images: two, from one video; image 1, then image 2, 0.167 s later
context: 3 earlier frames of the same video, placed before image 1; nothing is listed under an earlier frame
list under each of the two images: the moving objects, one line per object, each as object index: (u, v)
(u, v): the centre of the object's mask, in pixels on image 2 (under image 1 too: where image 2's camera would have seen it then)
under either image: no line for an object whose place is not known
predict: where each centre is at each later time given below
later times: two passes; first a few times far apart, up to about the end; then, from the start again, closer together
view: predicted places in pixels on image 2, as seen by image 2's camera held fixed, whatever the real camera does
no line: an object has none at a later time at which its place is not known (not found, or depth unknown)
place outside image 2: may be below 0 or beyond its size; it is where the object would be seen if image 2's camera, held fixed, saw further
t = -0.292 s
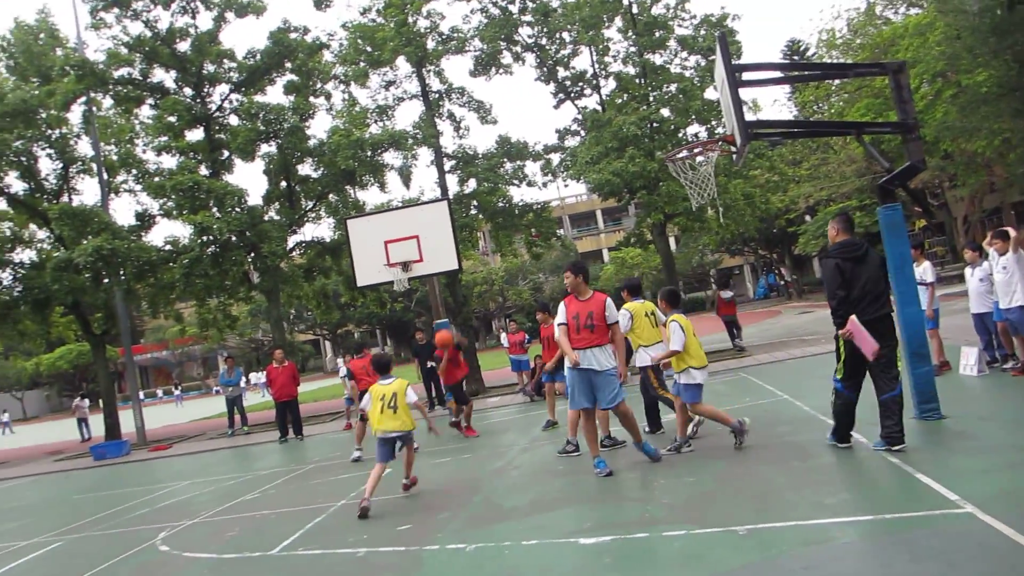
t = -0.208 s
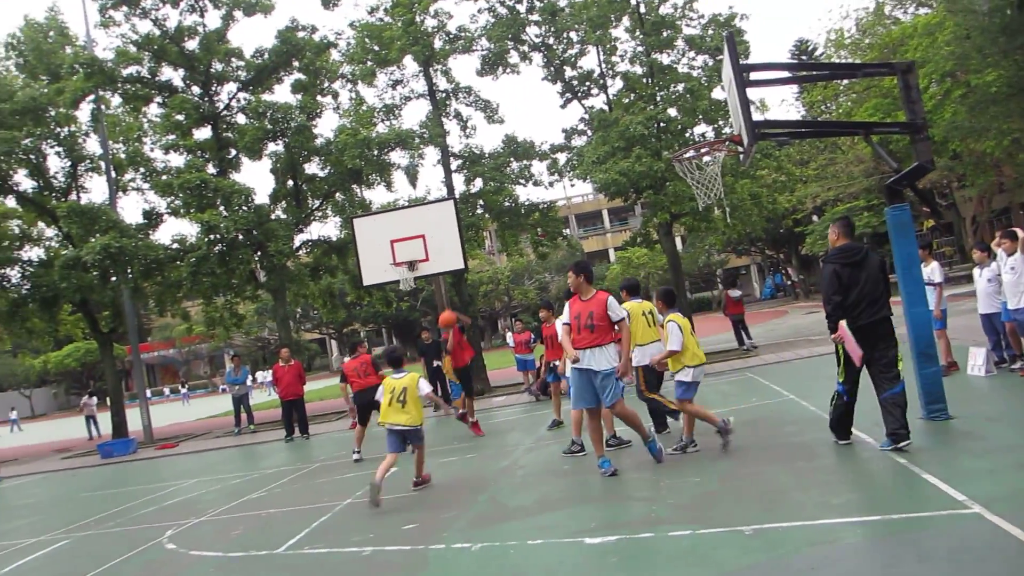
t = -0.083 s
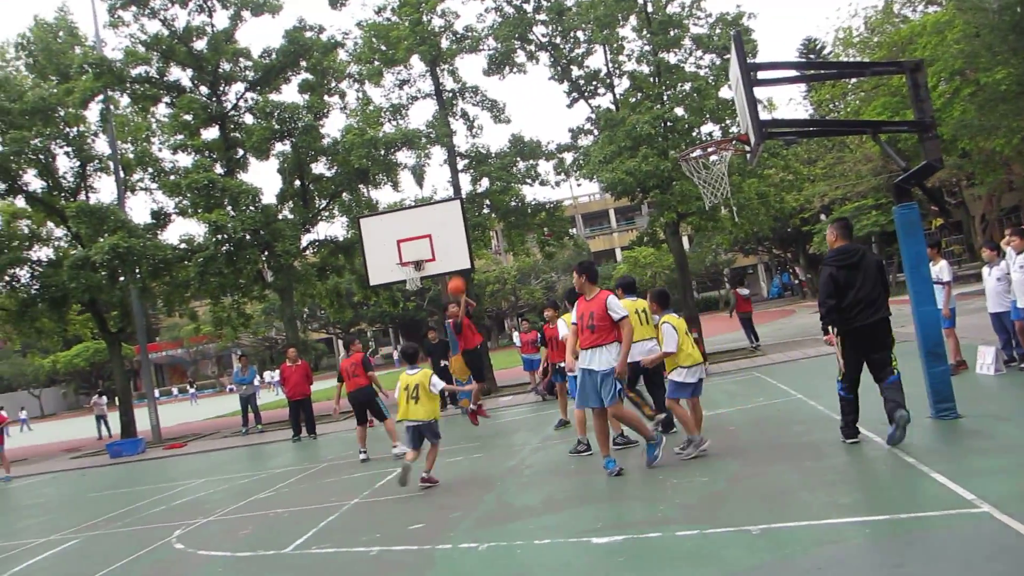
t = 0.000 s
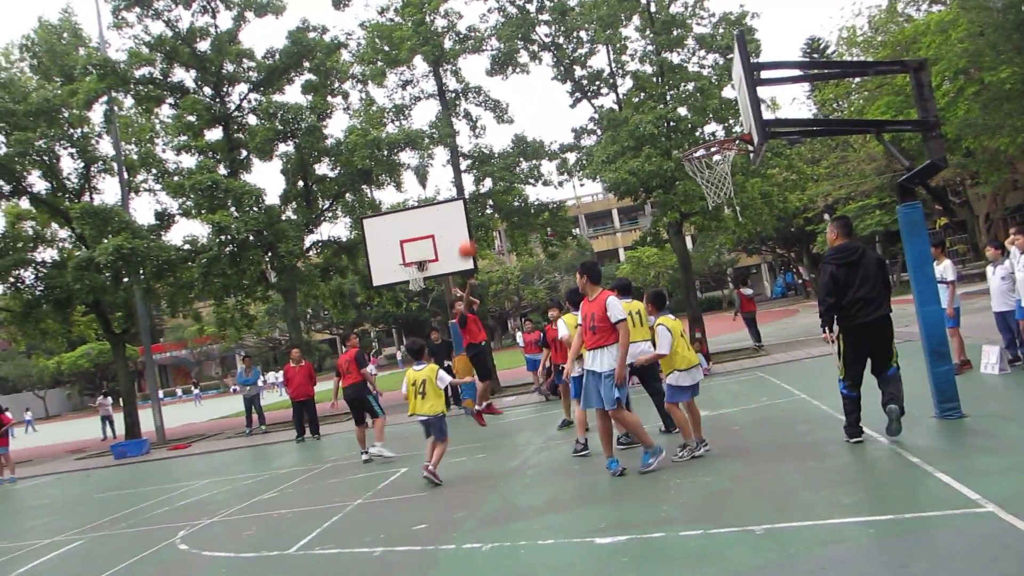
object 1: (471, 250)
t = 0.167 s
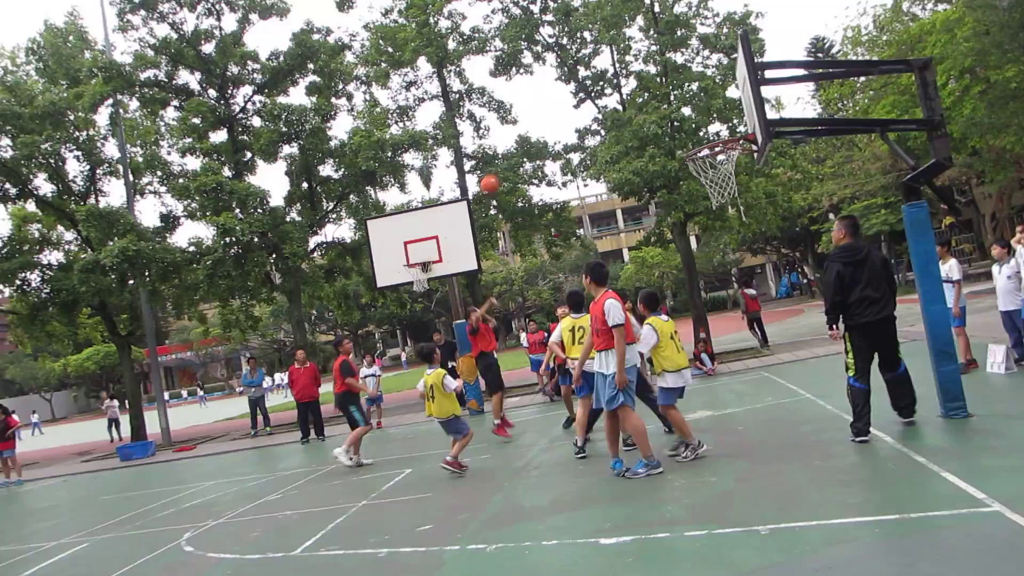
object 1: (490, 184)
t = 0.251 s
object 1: (501, 159)
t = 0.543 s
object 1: (554, 105)
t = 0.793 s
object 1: (620, 115)
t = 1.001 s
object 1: (677, 179)
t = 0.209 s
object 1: (495, 170)
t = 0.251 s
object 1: (501, 159)
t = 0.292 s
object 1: (507, 148)
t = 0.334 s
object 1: (514, 137)
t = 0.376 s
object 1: (521, 128)
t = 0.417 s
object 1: (529, 120)
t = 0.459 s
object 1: (537, 113)
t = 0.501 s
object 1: (545, 108)
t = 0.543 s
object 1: (554, 105)
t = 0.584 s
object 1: (564, 102)
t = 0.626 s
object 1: (574, 102)
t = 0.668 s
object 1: (584, 102)
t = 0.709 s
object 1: (595, 105)
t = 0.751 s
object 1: (607, 110)
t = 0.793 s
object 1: (620, 115)
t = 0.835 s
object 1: (633, 123)
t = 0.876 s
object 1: (647, 133)
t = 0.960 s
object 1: (675, 160)
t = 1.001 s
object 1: (677, 179)
